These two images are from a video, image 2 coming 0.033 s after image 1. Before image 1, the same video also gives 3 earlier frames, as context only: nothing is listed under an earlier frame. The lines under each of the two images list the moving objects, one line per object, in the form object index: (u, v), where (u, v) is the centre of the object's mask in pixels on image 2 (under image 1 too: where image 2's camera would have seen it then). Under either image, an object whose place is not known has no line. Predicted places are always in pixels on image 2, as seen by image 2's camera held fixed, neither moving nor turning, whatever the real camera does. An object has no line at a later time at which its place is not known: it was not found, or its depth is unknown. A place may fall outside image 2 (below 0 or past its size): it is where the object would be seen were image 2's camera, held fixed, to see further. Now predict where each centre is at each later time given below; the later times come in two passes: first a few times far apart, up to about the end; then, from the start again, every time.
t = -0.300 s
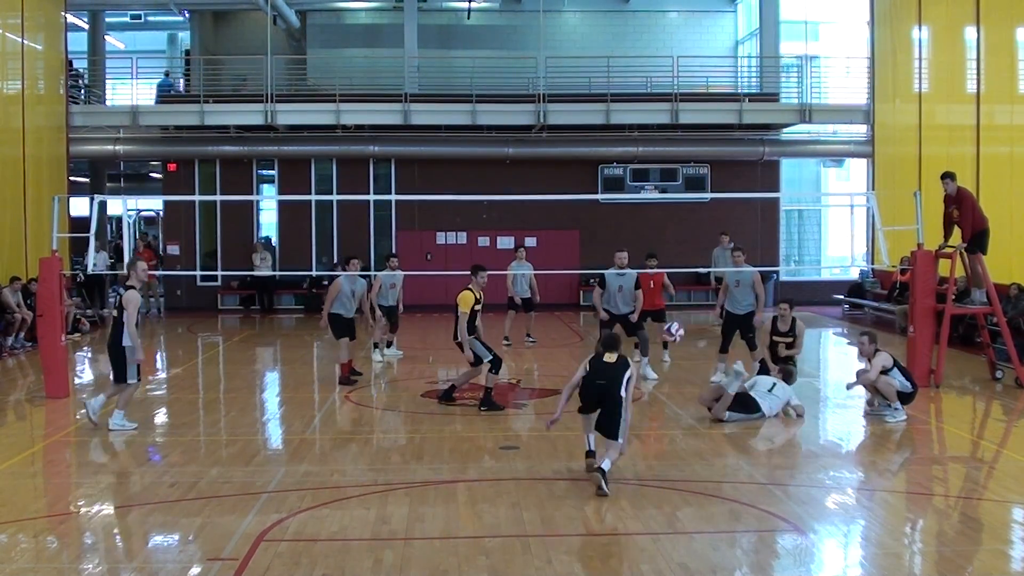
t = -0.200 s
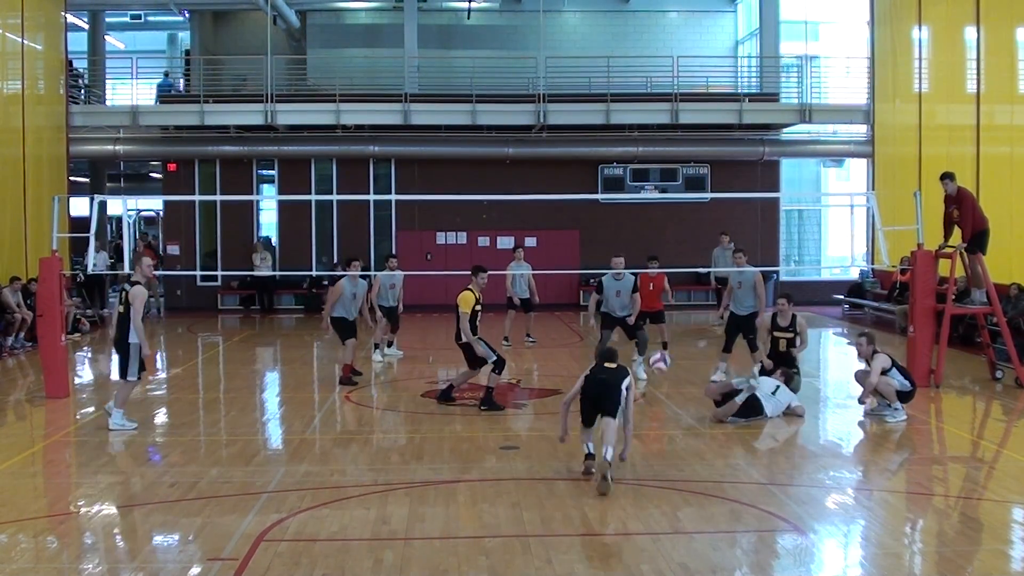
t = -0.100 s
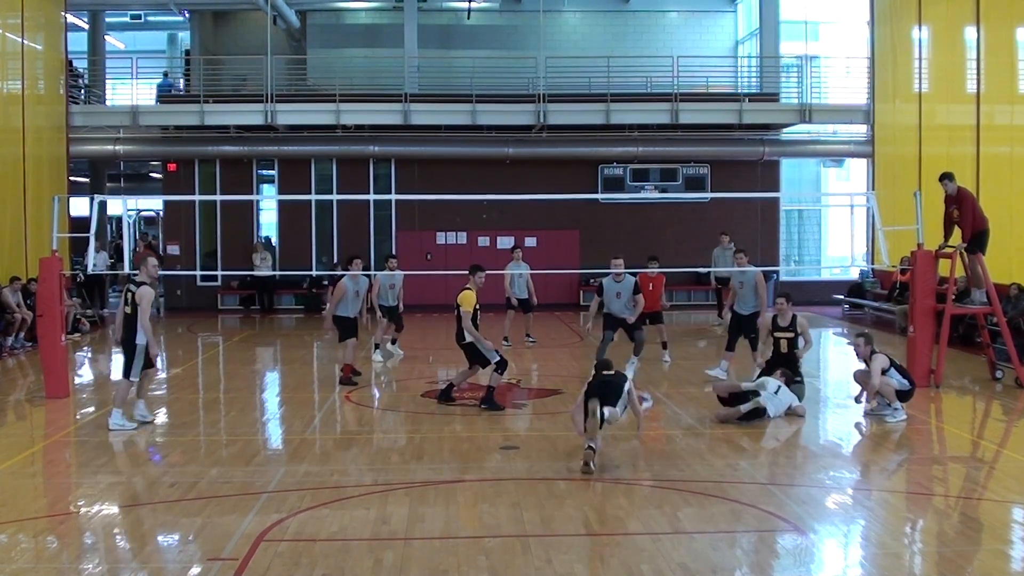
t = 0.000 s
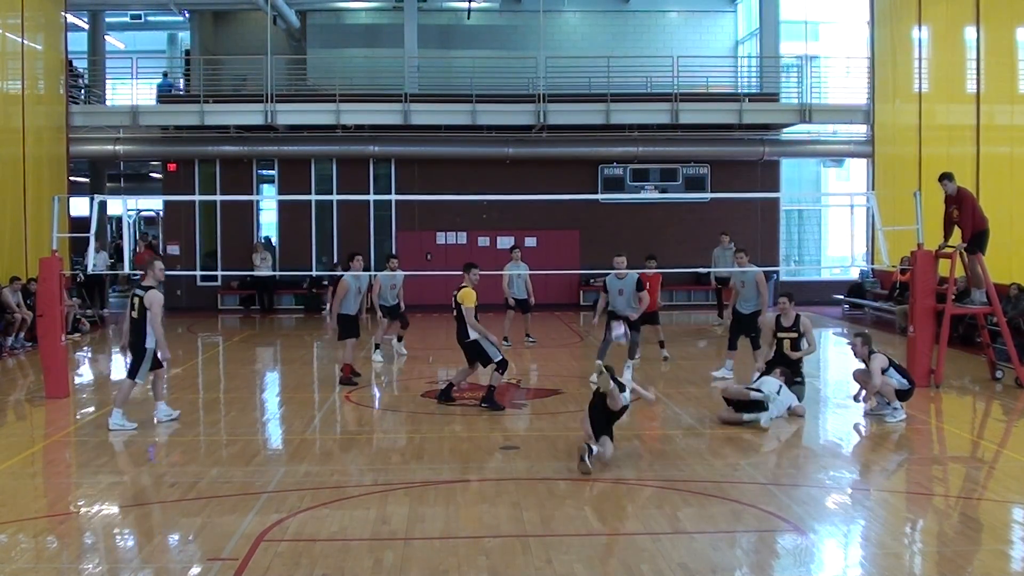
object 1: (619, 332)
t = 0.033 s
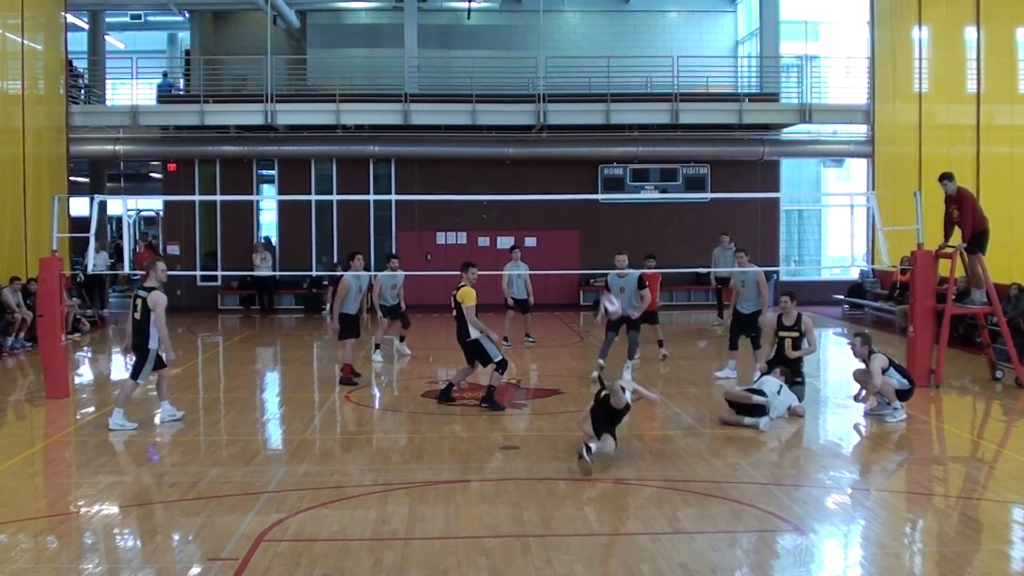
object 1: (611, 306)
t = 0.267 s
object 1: (563, 173)
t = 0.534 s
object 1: (516, 100)
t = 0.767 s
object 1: (482, 89)
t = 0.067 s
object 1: (604, 284)
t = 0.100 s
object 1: (596, 260)
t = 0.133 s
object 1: (589, 240)
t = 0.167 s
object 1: (583, 221)
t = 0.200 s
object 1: (575, 204)
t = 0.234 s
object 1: (569, 187)
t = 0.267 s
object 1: (563, 173)
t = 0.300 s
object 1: (557, 161)
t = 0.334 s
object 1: (551, 148)
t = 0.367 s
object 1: (544, 137)
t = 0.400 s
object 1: (539, 128)
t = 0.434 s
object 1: (534, 120)
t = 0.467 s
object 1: (528, 112)
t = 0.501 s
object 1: (522, 106)
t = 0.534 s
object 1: (516, 100)
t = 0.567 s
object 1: (511, 96)
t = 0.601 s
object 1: (507, 93)
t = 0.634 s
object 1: (501, 91)
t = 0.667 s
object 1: (496, 89)
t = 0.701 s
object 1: (492, 88)
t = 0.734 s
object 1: (487, 87)
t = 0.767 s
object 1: (482, 89)
